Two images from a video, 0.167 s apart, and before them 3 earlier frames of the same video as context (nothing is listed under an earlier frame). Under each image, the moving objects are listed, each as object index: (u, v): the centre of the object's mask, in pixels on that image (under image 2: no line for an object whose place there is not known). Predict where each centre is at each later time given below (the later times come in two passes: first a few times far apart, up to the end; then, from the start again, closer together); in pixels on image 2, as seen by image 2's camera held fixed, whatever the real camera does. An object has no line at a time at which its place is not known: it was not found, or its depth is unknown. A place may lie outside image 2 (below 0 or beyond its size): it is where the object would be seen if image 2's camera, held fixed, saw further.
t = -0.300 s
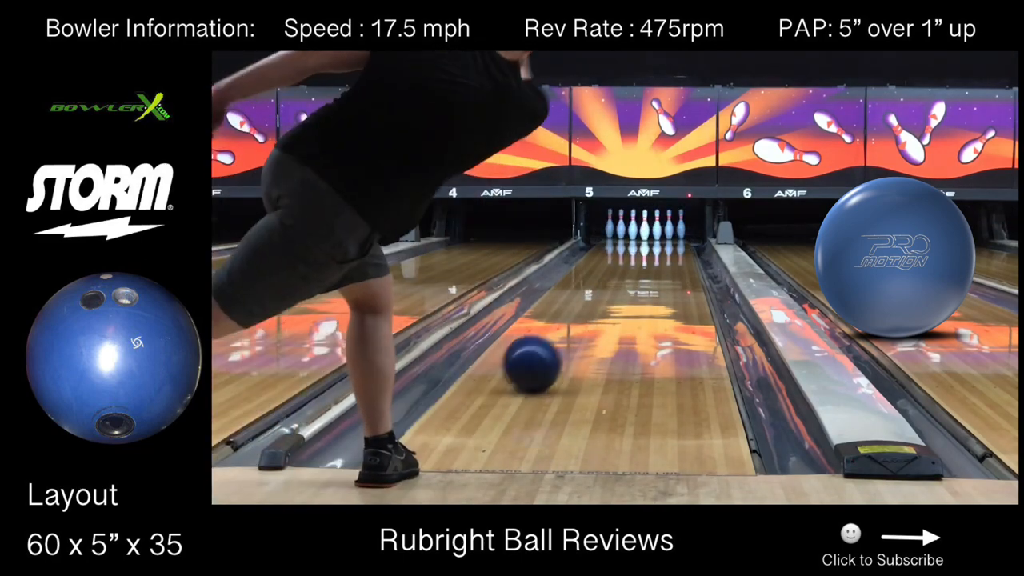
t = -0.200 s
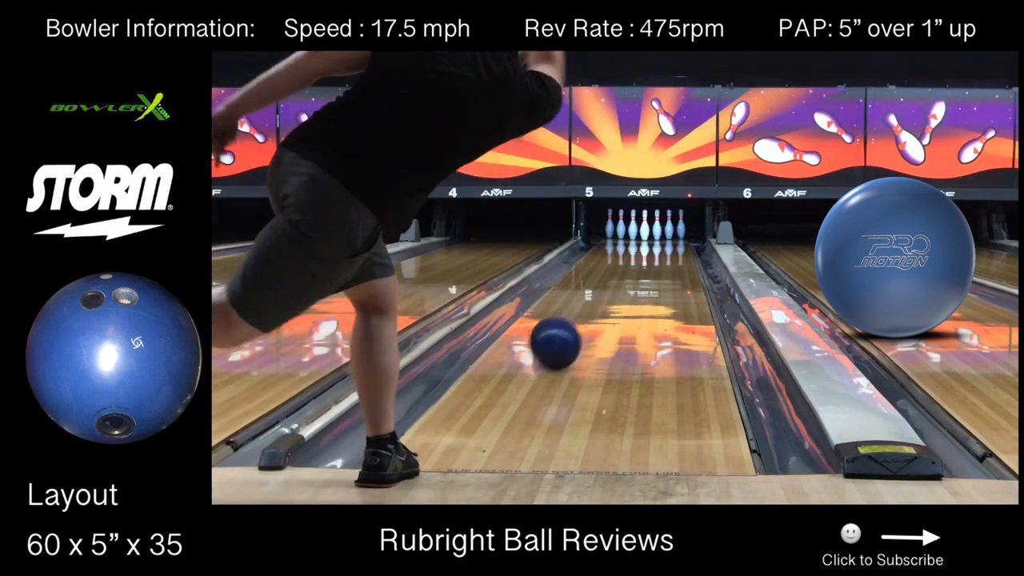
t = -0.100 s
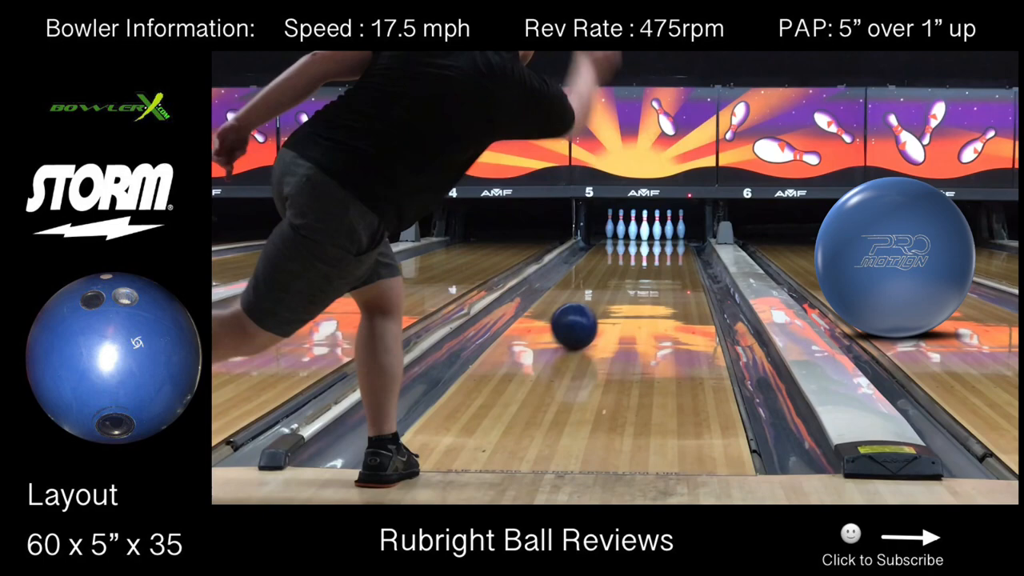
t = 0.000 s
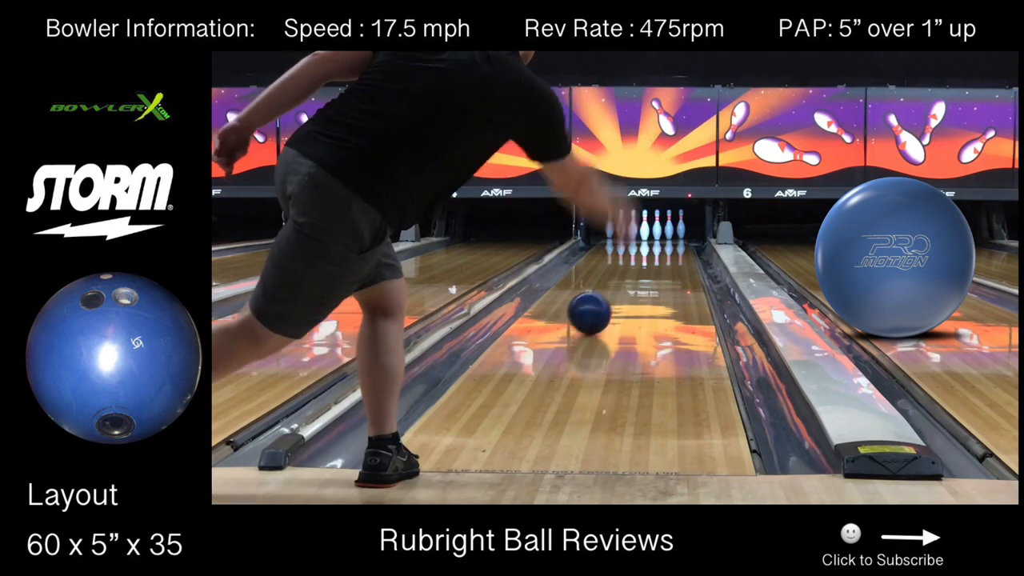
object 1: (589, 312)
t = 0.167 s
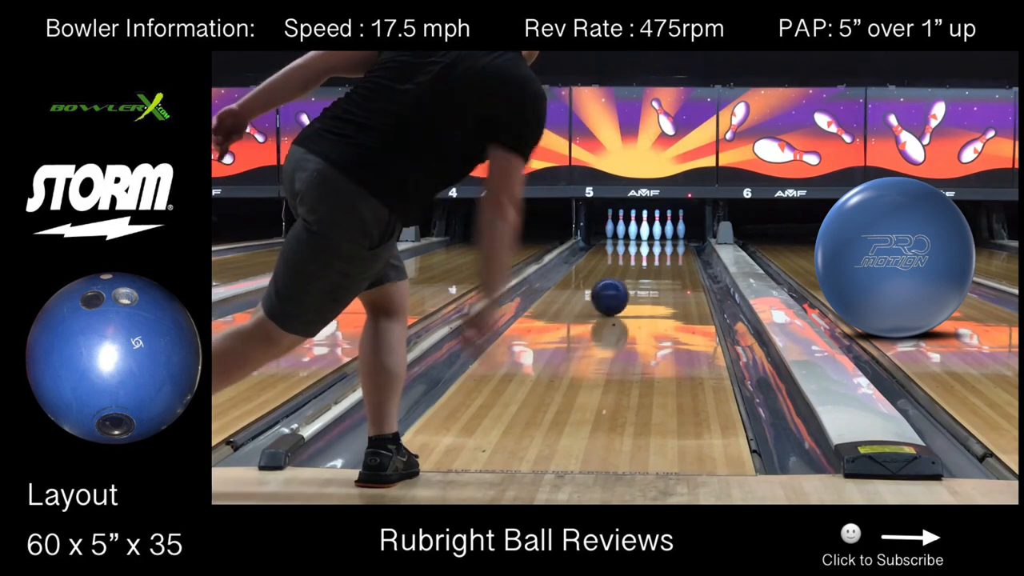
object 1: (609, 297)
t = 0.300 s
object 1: (623, 286)
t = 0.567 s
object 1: (641, 269)
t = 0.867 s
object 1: (656, 256)
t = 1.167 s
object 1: (664, 246)
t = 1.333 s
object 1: (666, 241)
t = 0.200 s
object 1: (613, 294)
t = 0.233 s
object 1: (616, 291)
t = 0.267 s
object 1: (619, 288)
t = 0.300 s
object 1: (623, 286)
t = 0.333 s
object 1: (625, 283)
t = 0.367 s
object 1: (628, 281)
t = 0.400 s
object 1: (630, 279)
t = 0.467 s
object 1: (635, 274)
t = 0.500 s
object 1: (637, 273)
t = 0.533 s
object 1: (639, 271)
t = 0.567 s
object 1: (641, 269)
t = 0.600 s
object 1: (643, 267)
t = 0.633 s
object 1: (645, 265)
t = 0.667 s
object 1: (647, 264)
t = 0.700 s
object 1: (649, 262)
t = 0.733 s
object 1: (650, 261)
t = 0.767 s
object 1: (652, 259)
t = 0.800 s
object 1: (653, 258)
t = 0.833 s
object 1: (654, 257)
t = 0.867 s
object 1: (656, 256)
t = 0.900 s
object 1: (657, 254)
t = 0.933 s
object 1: (658, 253)
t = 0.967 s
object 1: (660, 252)
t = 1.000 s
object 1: (662, 250)
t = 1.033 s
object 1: (662, 249)
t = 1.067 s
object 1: (663, 248)
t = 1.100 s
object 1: (663, 248)
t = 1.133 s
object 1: (664, 247)
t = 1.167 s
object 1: (664, 246)
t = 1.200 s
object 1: (665, 245)
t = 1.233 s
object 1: (665, 244)
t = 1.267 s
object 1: (666, 243)
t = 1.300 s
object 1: (666, 242)
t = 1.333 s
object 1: (666, 241)
